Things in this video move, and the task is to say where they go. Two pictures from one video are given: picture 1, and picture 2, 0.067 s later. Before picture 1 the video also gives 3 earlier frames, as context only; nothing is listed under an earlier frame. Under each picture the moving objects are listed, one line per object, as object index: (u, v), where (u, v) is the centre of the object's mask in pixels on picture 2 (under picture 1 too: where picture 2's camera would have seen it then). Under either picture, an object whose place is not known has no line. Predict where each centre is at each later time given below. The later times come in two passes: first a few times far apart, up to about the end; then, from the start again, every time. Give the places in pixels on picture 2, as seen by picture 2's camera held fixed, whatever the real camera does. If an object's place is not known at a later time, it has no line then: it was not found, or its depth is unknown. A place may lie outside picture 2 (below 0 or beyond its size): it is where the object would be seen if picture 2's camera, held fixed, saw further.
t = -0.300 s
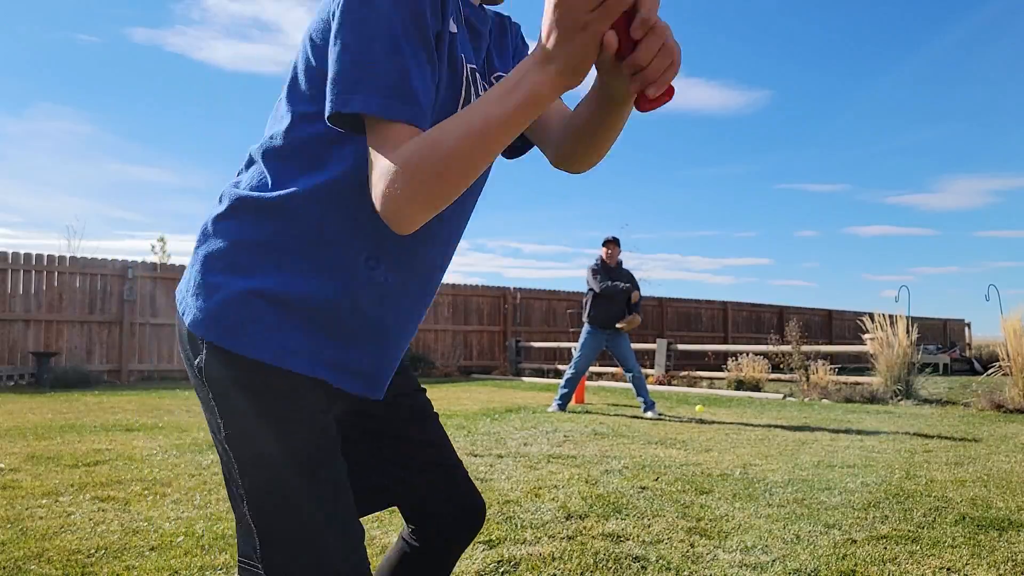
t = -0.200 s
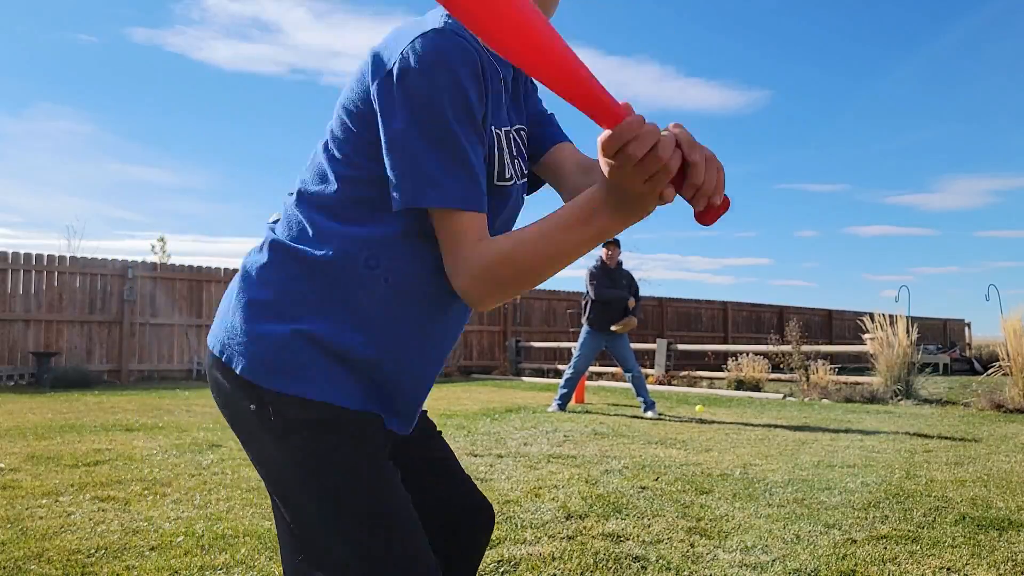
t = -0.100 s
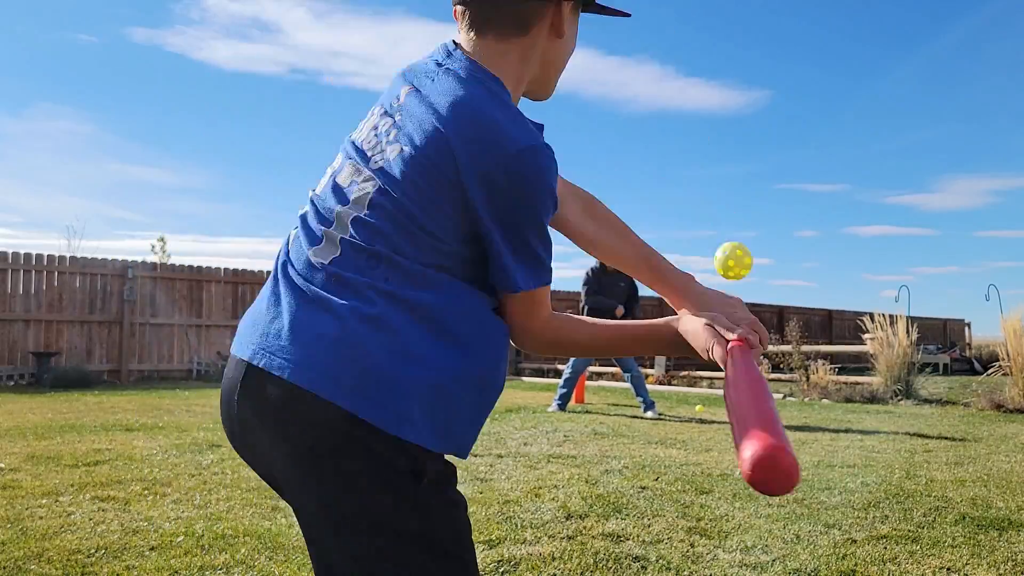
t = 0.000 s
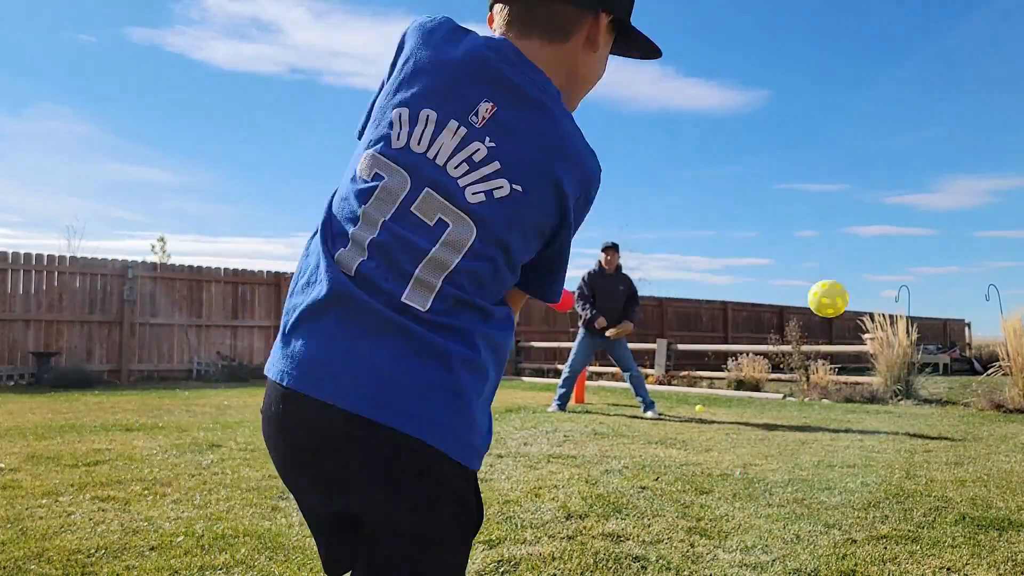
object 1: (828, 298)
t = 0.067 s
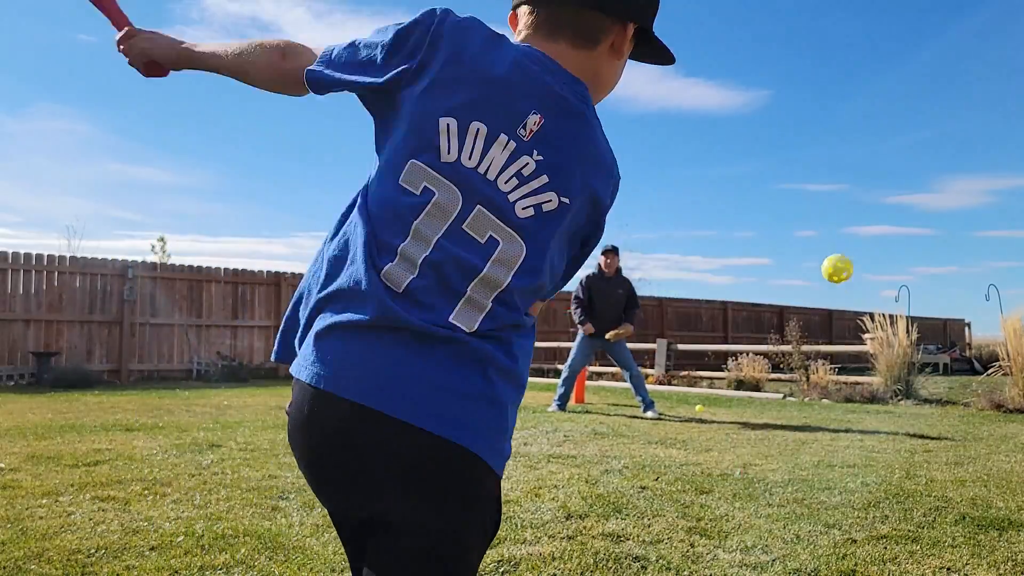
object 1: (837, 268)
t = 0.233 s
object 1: (858, 283)
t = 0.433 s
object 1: (883, 368)
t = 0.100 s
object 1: (841, 264)
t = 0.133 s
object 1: (846, 265)
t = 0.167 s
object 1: (850, 268)
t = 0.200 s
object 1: (854, 275)
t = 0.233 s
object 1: (858, 283)
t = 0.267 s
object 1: (862, 293)
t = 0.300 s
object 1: (866, 304)
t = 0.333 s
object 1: (870, 317)
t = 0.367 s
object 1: (873, 330)
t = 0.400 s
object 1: (877, 346)
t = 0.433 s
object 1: (883, 368)
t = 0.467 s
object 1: (885, 377)
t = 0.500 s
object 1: (889, 393)
